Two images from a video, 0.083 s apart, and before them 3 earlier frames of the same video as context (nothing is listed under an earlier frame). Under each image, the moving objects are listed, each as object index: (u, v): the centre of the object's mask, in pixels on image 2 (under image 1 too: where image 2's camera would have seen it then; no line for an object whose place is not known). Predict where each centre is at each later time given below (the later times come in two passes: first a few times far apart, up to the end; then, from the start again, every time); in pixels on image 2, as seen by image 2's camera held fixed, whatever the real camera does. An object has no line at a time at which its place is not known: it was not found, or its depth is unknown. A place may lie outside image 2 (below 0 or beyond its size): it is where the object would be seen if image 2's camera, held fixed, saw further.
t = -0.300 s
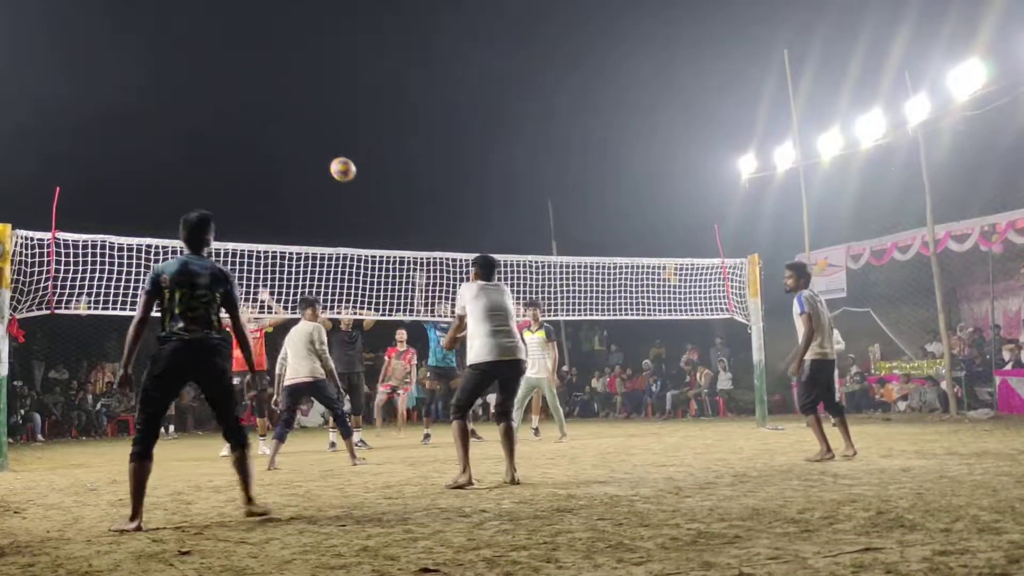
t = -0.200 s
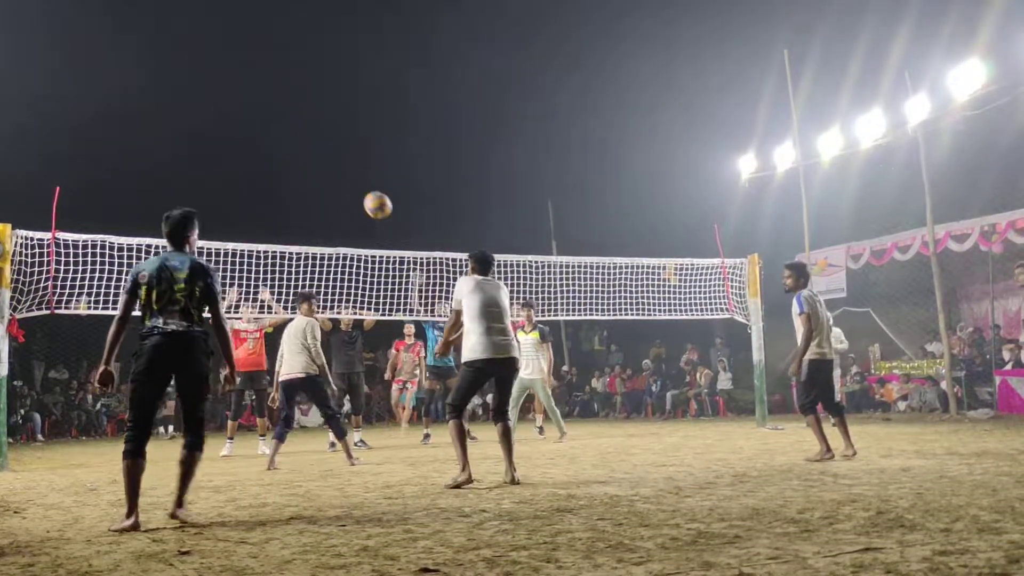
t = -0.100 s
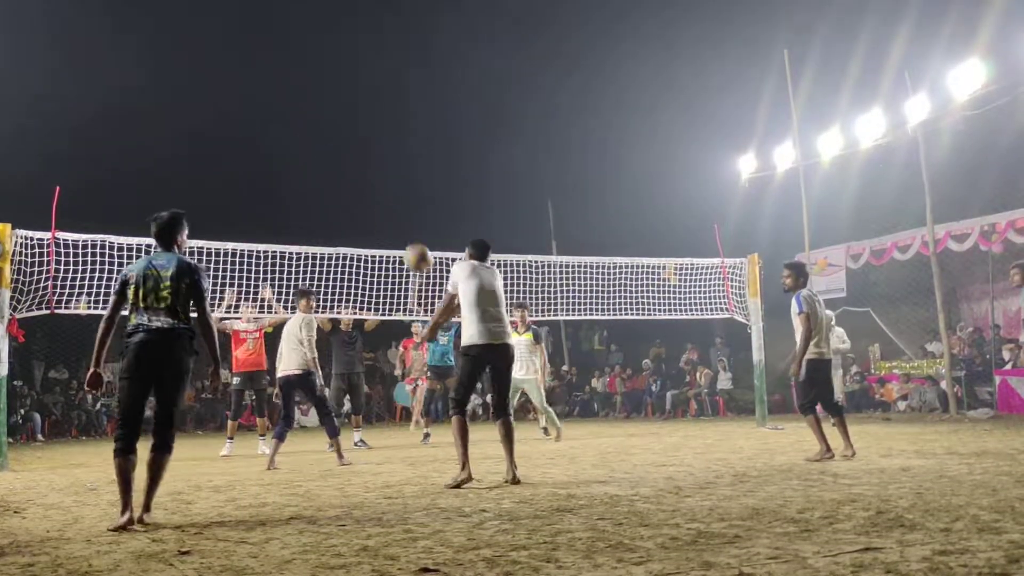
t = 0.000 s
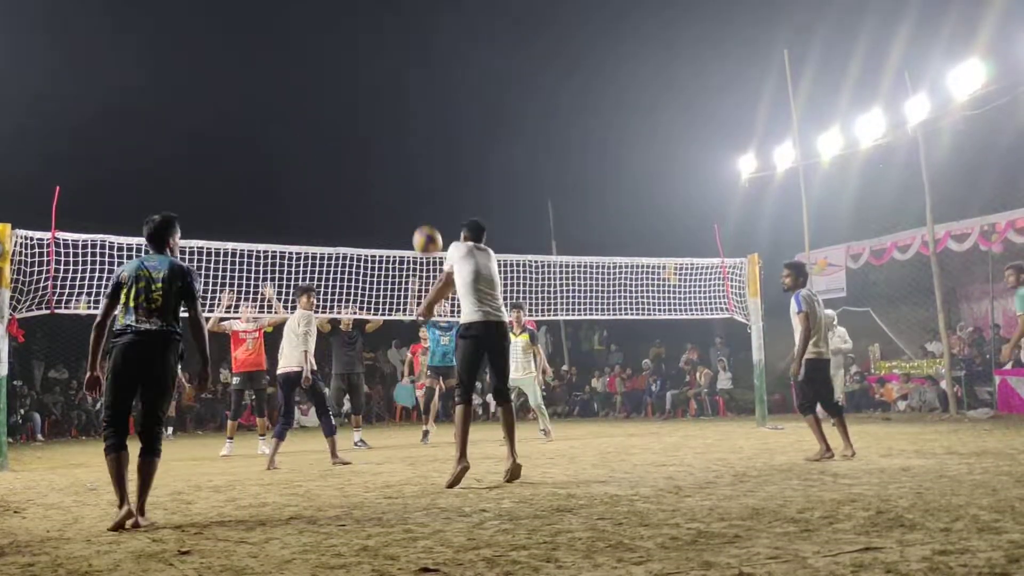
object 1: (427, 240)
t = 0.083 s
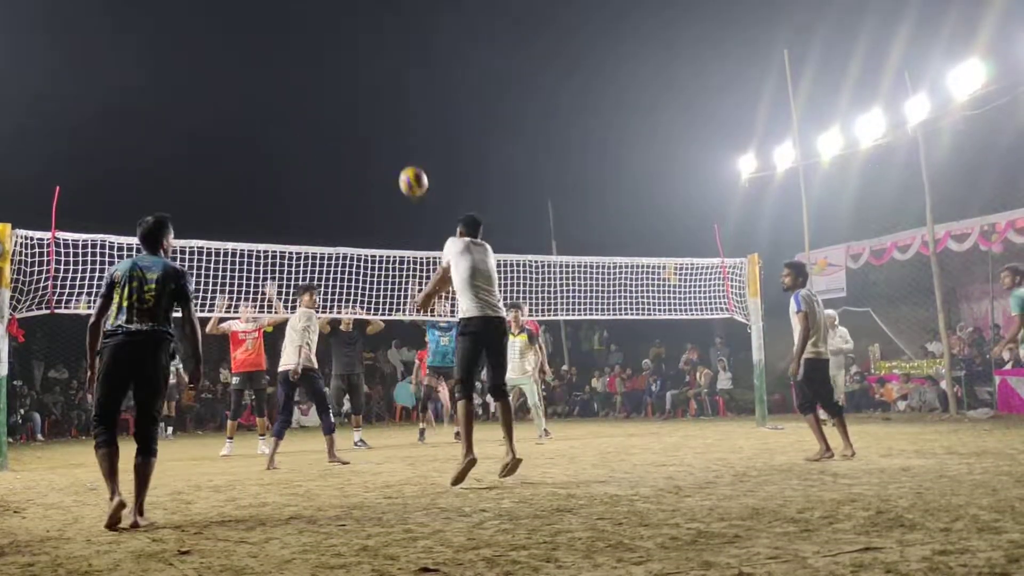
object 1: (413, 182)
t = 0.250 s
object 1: (389, 96)
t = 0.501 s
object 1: (363, 39)
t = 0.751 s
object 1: (344, 51)
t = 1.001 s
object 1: (329, 116)
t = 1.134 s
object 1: (323, 170)
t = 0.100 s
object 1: (410, 171)
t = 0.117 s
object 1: (408, 161)
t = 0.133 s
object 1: (405, 152)
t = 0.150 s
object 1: (403, 142)
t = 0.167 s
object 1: (400, 133)
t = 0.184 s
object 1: (398, 125)
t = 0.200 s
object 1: (396, 117)
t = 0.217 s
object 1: (394, 110)
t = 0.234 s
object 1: (391, 103)
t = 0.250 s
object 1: (389, 96)
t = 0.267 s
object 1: (387, 90)
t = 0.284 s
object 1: (385, 84)
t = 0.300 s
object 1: (383, 79)
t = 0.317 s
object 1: (382, 73)
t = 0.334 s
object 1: (380, 69)
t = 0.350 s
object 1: (378, 64)
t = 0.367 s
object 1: (376, 60)
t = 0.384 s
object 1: (374, 56)
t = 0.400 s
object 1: (373, 53)
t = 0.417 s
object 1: (371, 50)
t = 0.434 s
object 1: (369, 47)
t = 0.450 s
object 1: (368, 45)
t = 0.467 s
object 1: (366, 43)
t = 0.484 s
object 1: (365, 41)
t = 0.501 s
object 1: (363, 39)
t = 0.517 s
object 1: (362, 38)
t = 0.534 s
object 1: (360, 38)
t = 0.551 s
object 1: (359, 37)
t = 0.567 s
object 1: (358, 37)
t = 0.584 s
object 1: (356, 37)
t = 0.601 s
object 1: (355, 37)
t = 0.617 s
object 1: (353, 37)
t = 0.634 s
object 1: (352, 38)
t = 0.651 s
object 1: (351, 39)
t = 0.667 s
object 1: (350, 41)
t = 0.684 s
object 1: (348, 43)
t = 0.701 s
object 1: (347, 44)
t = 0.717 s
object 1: (346, 46)
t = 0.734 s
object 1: (345, 48)
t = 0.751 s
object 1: (344, 51)
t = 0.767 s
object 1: (343, 54)
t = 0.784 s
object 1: (342, 57)
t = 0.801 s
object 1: (341, 60)
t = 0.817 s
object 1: (339, 64)
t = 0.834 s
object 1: (339, 67)
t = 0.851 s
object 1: (338, 71)
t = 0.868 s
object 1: (337, 75)
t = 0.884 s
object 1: (336, 80)
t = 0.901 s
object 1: (335, 84)
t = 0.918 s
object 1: (334, 89)
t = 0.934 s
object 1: (333, 94)
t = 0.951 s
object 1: (332, 99)
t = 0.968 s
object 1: (331, 105)
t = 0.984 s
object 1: (330, 110)
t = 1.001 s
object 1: (329, 116)
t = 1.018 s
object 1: (329, 122)
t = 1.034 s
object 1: (328, 128)
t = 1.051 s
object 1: (327, 135)
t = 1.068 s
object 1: (326, 141)
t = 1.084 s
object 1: (325, 148)
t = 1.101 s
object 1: (325, 155)
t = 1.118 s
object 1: (324, 162)
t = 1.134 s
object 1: (323, 170)
